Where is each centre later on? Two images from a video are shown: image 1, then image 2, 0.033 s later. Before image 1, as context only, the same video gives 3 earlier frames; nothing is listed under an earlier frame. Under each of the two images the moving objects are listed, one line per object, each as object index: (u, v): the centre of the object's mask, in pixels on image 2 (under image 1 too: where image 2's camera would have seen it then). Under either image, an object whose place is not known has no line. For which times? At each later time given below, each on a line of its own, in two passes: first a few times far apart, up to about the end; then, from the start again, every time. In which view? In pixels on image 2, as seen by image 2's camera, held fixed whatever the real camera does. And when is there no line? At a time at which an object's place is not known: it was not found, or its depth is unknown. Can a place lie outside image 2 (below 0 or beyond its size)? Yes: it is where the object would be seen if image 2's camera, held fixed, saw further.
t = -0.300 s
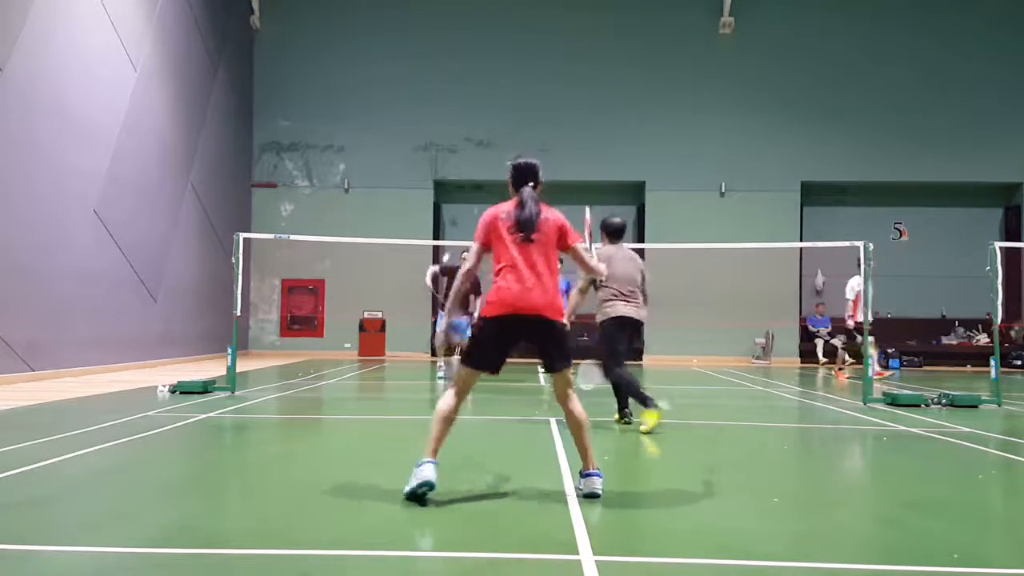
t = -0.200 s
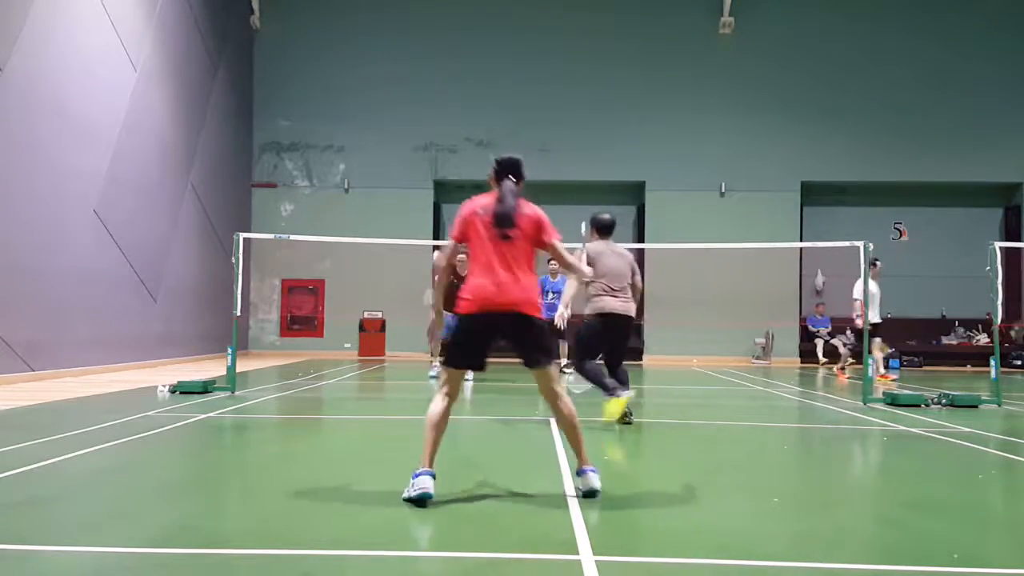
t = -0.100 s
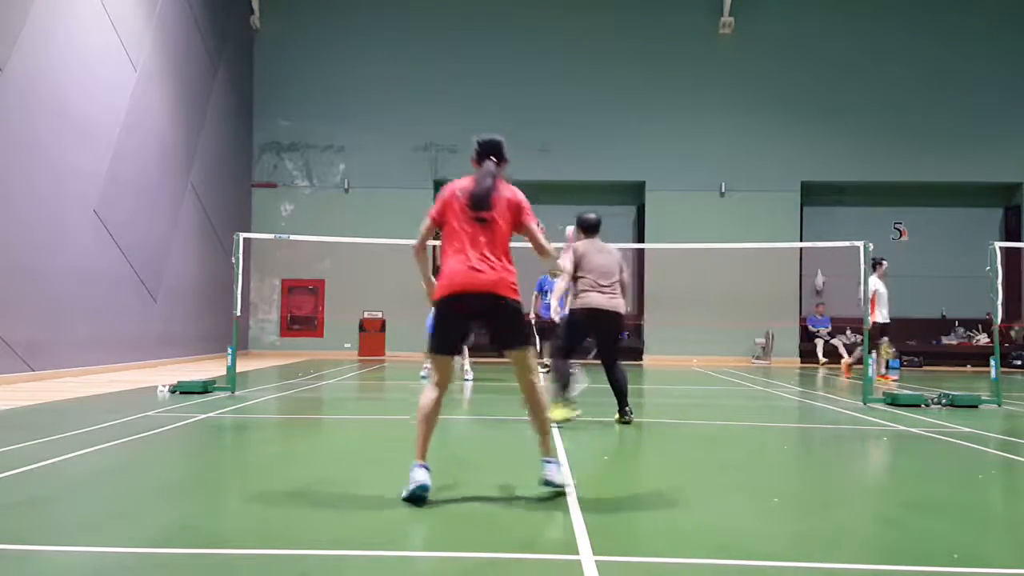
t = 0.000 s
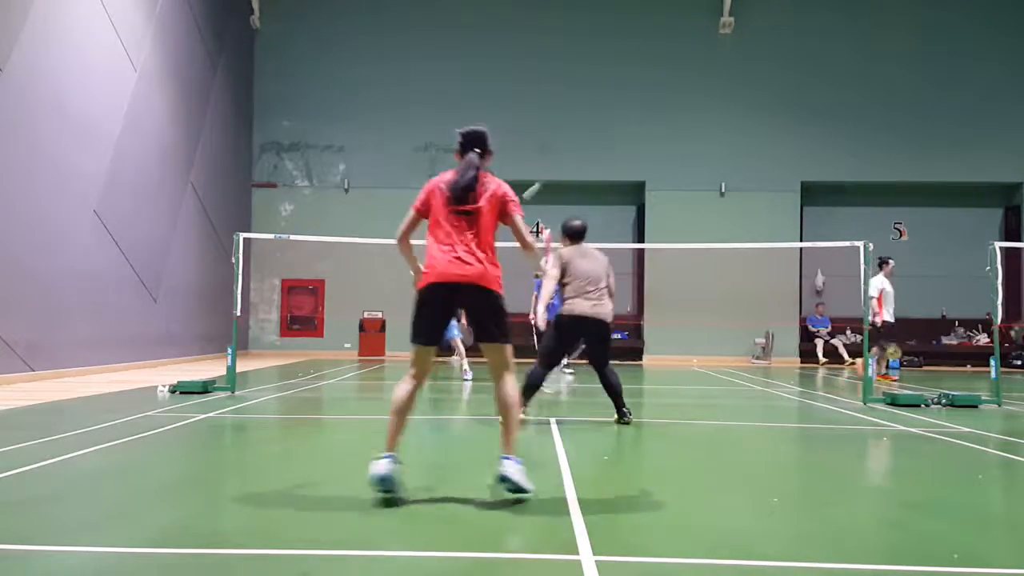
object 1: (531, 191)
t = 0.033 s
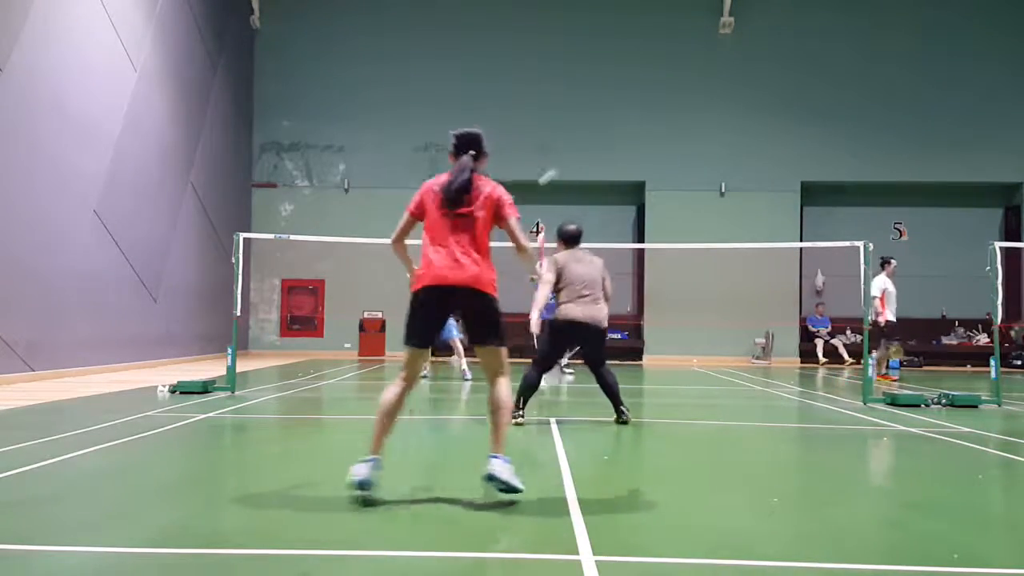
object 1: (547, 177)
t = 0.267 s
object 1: (659, 114)
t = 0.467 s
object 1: (754, 115)
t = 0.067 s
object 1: (564, 164)
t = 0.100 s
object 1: (579, 153)
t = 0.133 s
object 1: (595, 143)
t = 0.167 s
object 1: (611, 134)
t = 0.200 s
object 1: (628, 126)
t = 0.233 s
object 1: (643, 120)
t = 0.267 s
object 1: (659, 114)
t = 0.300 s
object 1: (674, 110)
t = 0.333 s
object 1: (690, 108)
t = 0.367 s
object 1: (705, 108)
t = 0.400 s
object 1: (722, 108)
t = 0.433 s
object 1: (738, 111)
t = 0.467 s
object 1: (754, 115)
